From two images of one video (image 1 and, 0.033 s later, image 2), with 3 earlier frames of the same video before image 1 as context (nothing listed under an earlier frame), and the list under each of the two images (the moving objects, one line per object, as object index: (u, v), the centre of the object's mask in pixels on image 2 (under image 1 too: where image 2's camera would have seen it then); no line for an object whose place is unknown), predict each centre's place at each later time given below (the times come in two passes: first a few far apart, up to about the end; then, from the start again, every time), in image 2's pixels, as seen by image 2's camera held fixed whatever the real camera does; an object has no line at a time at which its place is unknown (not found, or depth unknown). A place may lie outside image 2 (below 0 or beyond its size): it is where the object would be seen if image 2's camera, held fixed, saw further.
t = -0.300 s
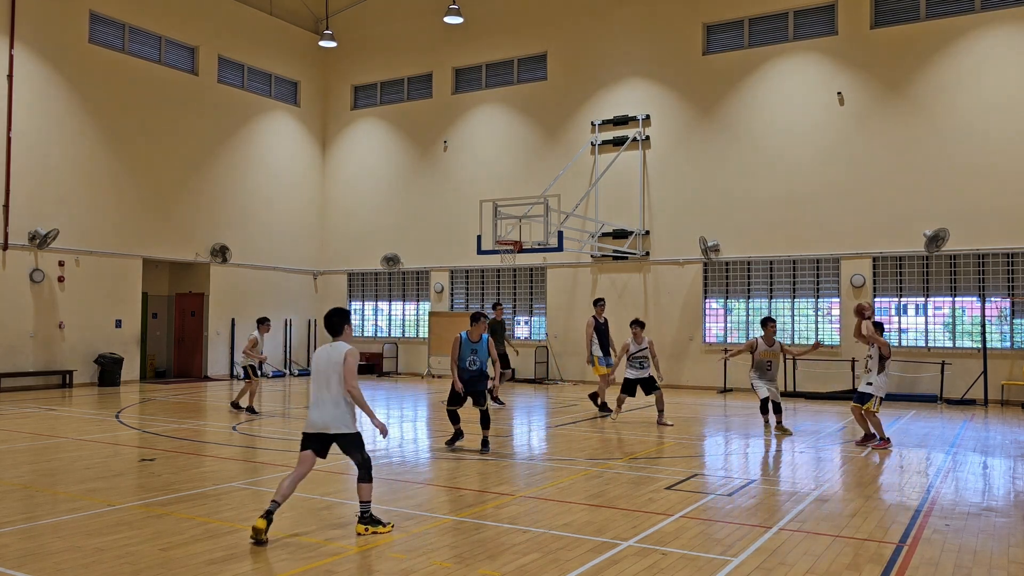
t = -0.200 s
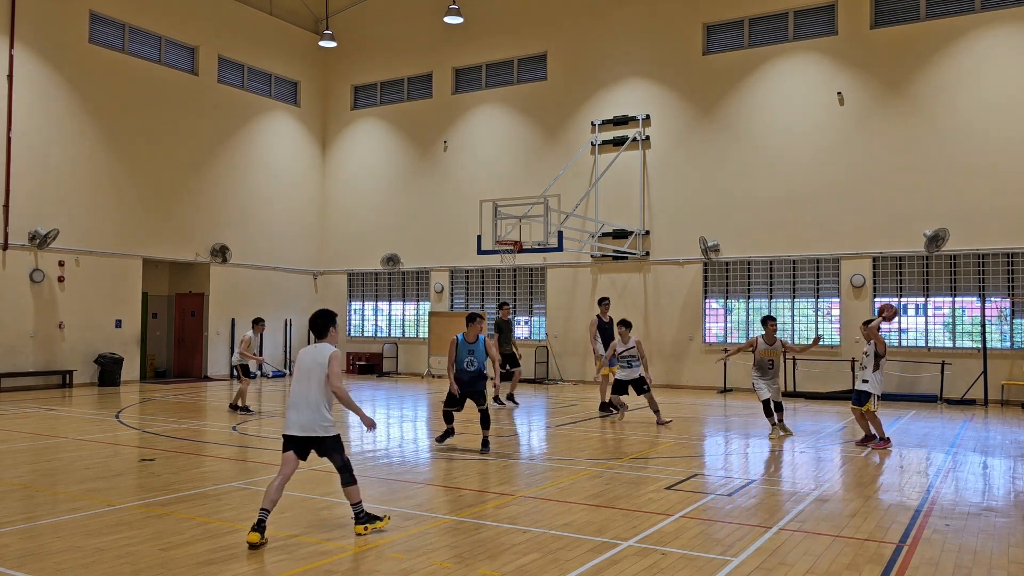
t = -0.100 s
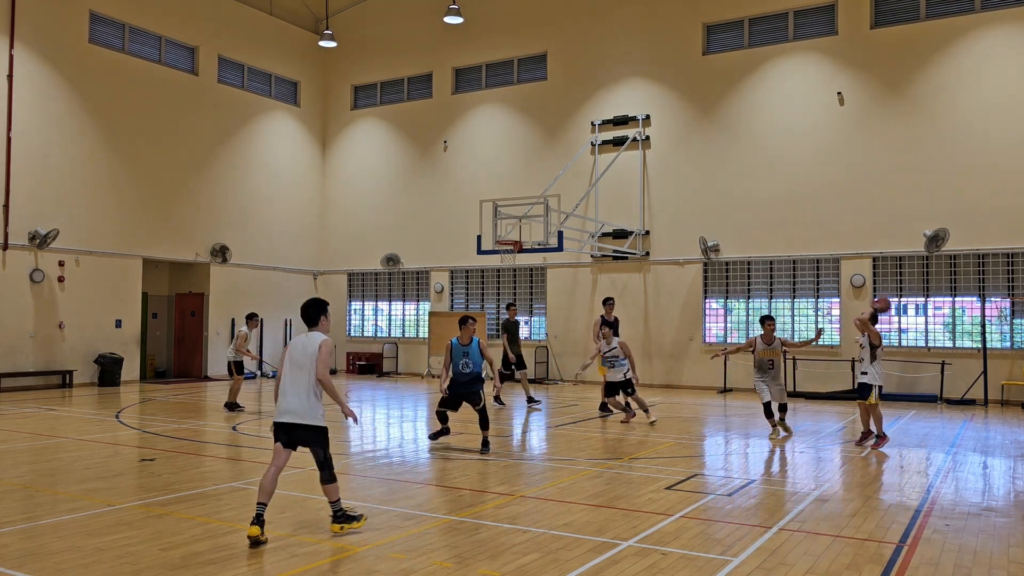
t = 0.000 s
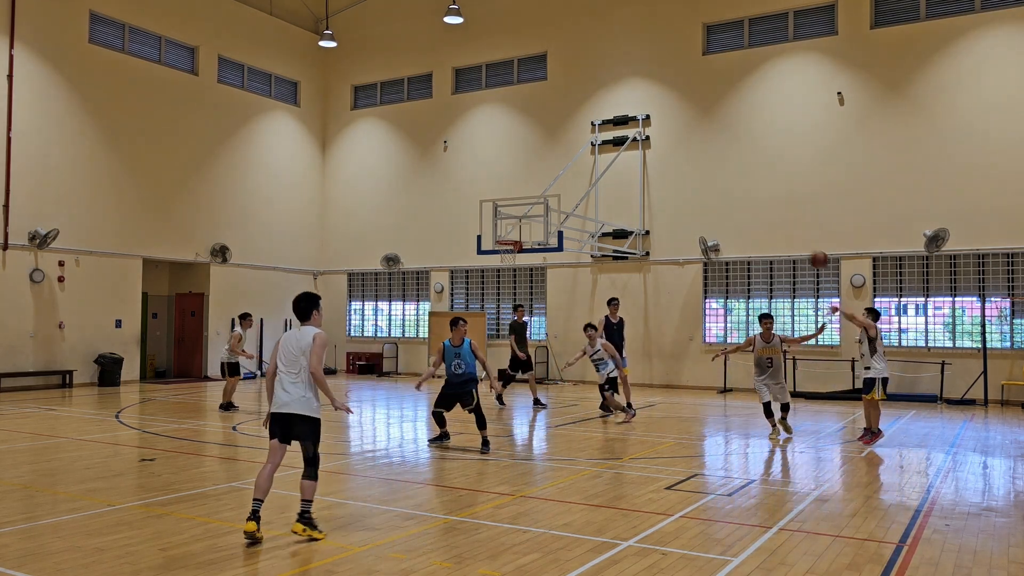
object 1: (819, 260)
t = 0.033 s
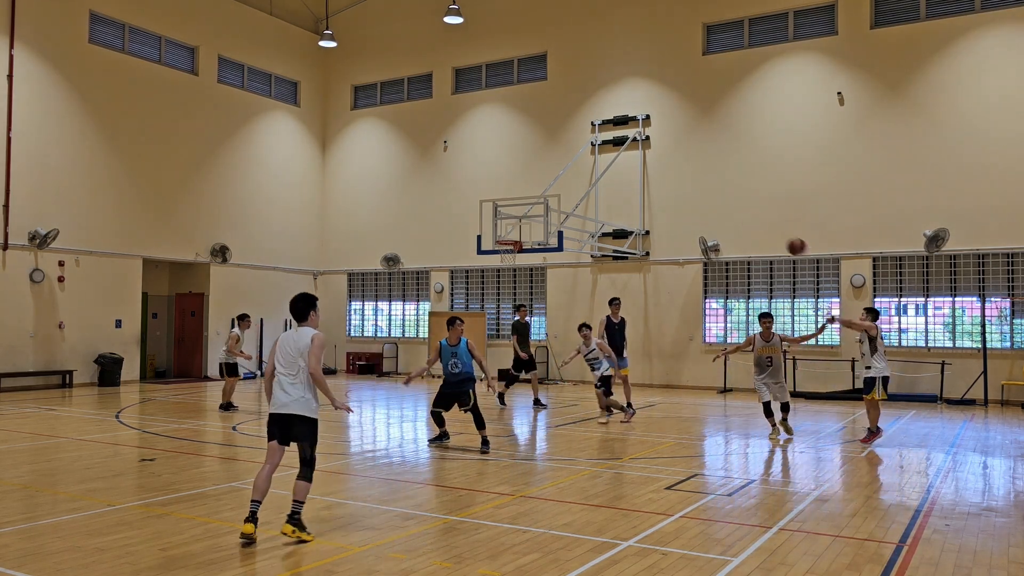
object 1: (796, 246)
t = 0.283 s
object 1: (643, 182)
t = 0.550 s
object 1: (502, 165)
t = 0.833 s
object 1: (371, 198)
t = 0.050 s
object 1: (785, 240)
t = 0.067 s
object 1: (774, 234)
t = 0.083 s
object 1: (764, 229)
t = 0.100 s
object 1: (753, 224)
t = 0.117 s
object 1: (742, 219)
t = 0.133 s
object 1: (731, 214)
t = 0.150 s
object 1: (721, 209)
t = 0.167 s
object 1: (711, 205)
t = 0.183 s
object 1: (701, 201)
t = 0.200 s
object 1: (691, 197)
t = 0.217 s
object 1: (681, 194)
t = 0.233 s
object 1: (671, 190)
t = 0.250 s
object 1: (662, 187)
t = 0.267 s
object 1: (653, 184)
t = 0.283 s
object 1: (643, 182)
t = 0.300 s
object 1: (632, 179)
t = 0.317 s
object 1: (624, 177)
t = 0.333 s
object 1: (615, 175)
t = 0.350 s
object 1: (606, 173)
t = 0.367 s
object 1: (597, 171)
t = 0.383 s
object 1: (588, 170)
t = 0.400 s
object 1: (579, 168)
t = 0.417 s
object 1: (570, 167)
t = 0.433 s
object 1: (561, 166)
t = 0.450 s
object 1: (553, 165)
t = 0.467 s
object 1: (544, 165)
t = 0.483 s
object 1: (535, 165)
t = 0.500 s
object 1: (527, 165)
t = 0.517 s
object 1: (519, 165)
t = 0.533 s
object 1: (511, 165)
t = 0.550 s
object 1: (502, 165)
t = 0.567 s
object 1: (494, 166)
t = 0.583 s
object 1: (486, 167)
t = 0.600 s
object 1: (478, 168)
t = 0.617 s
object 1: (470, 169)
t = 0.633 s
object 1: (462, 170)
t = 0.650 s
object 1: (454, 172)
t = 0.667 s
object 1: (446, 173)
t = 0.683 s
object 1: (438, 175)
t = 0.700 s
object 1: (431, 177)
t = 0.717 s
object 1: (423, 179)
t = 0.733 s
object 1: (416, 181)
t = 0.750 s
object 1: (408, 184)
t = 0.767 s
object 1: (401, 186)
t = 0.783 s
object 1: (393, 189)
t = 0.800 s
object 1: (386, 192)
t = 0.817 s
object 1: (379, 195)
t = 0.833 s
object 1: (371, 198)
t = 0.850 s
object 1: (364, 201)
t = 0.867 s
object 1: (357, 205)
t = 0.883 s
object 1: (350, 209)
